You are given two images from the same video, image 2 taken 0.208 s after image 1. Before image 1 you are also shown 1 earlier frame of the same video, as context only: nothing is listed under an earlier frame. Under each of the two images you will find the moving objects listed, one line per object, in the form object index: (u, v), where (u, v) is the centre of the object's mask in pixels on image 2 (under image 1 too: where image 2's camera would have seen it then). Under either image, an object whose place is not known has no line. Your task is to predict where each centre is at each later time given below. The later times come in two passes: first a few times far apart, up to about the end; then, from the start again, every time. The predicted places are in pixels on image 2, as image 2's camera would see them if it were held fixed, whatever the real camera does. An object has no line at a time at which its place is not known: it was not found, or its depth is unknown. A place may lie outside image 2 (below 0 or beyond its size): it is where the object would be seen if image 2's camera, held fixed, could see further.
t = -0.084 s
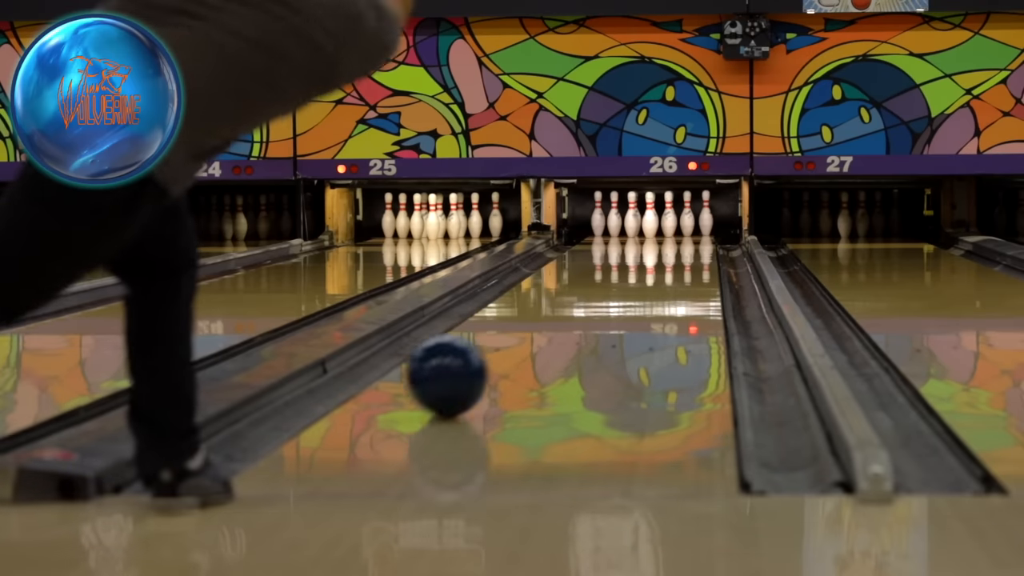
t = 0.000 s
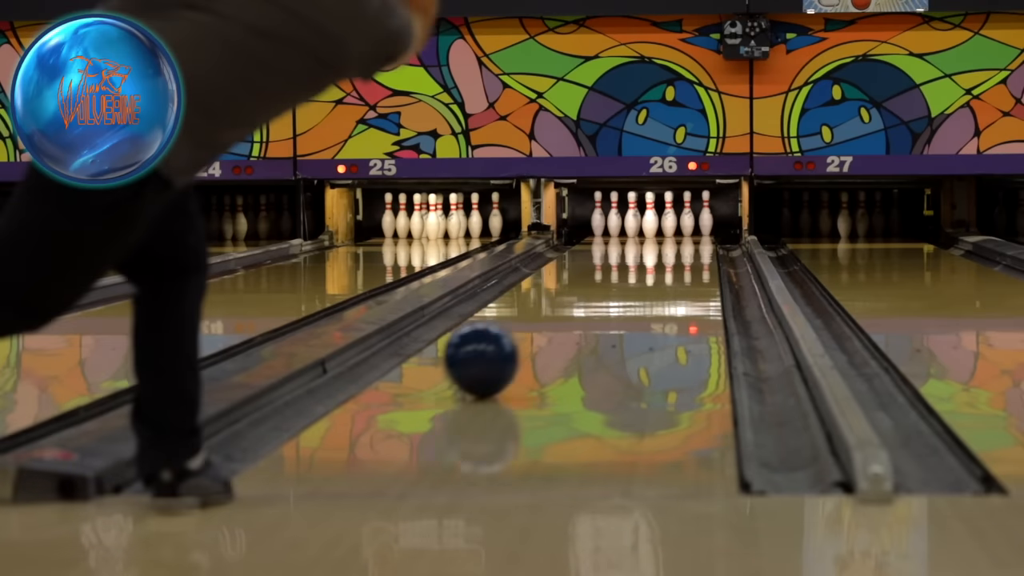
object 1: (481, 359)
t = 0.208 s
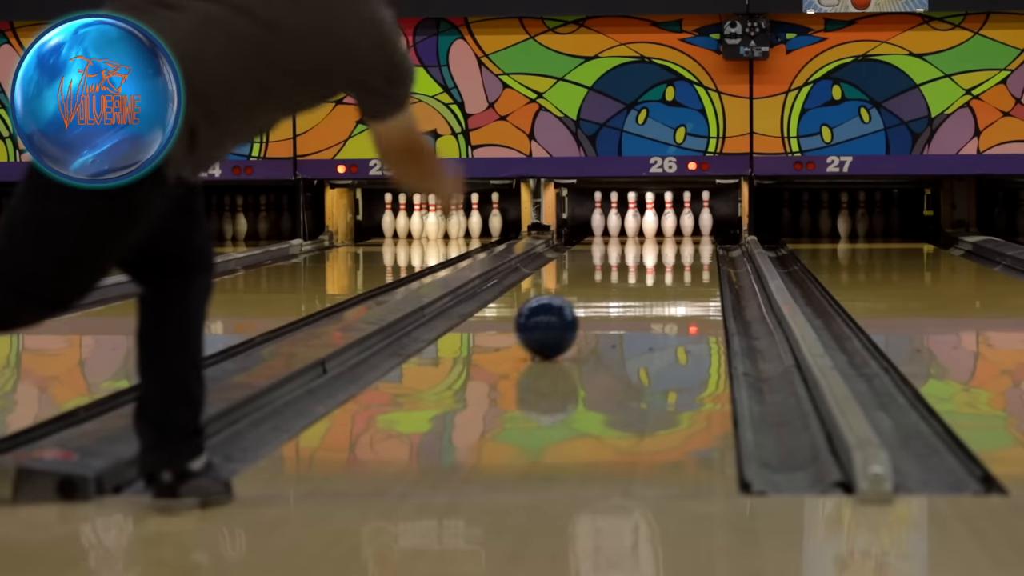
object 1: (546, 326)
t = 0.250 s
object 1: (557, 320)
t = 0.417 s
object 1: (593, 302)
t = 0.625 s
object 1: (627, 284)
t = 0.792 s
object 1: (648, 273)
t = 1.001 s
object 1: (668, 262)
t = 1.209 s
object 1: (682, 252)
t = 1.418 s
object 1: (691, 244)
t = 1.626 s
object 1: (692, 238)
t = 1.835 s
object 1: (685, 233)
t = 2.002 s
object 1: (675, 229)
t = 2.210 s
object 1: (660, 225)
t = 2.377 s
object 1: (660, 223)
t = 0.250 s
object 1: (557, 320)
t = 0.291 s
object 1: (567, 315)
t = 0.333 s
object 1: (576, 311)
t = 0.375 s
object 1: (585, 307)
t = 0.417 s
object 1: (593, 302)
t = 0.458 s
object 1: (601, 298)
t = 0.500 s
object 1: (608, 295)
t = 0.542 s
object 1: (615, 291)
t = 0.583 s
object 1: (621, 288)
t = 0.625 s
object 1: (627, 284)
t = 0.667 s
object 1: (633, 282)
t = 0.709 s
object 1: (638, 279)
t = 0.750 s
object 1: (643, 276)
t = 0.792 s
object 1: (648, 273)
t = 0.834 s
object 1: (652, 271)
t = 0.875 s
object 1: (657, 268)
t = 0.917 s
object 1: (660, 266)
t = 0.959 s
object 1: (664, 264)
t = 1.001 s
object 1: (668, 262)
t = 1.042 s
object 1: (672, 259)
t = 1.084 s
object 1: (675, 257)
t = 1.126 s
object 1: (677, 256)
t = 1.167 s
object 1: (680, 254)
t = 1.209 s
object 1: (682, 252)
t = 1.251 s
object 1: (684, 251)
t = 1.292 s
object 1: (686, 249)
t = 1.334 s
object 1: (688, 247)
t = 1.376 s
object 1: (689, 246)
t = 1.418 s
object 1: (691, 244)
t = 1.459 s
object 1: (692, 243)
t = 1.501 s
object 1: (692, 242)
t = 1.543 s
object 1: (692, 241)
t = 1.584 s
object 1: (692, 239)
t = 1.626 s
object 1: (692, 238)
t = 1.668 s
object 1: (691, 237)
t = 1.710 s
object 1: (690, 236)
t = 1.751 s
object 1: (689, 235)
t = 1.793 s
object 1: (687, 234)
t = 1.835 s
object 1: (685, 233)
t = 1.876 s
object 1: (683, 232)
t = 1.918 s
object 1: (680, 231)
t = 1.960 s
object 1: (678, 230)
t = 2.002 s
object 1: (675, 229)
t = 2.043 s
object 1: (672, 228)
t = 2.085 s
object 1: (669, 227)
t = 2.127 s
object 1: (666, 227)
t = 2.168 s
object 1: (662, 226)
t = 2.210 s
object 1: (660, 225)
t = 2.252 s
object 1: (661, 225)
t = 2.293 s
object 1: (660, 224)
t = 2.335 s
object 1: (660, 224)
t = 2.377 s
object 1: (660, 223)
